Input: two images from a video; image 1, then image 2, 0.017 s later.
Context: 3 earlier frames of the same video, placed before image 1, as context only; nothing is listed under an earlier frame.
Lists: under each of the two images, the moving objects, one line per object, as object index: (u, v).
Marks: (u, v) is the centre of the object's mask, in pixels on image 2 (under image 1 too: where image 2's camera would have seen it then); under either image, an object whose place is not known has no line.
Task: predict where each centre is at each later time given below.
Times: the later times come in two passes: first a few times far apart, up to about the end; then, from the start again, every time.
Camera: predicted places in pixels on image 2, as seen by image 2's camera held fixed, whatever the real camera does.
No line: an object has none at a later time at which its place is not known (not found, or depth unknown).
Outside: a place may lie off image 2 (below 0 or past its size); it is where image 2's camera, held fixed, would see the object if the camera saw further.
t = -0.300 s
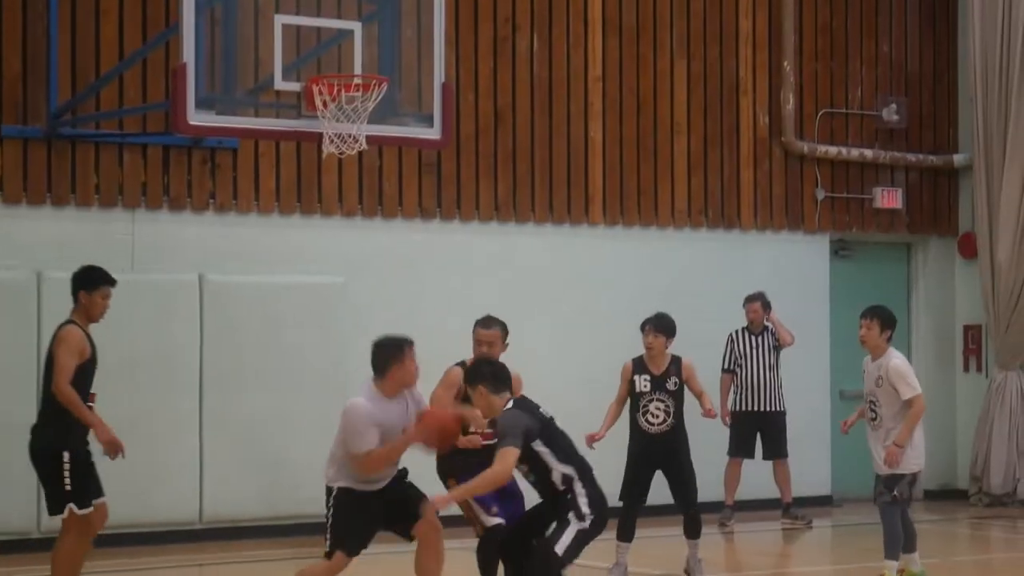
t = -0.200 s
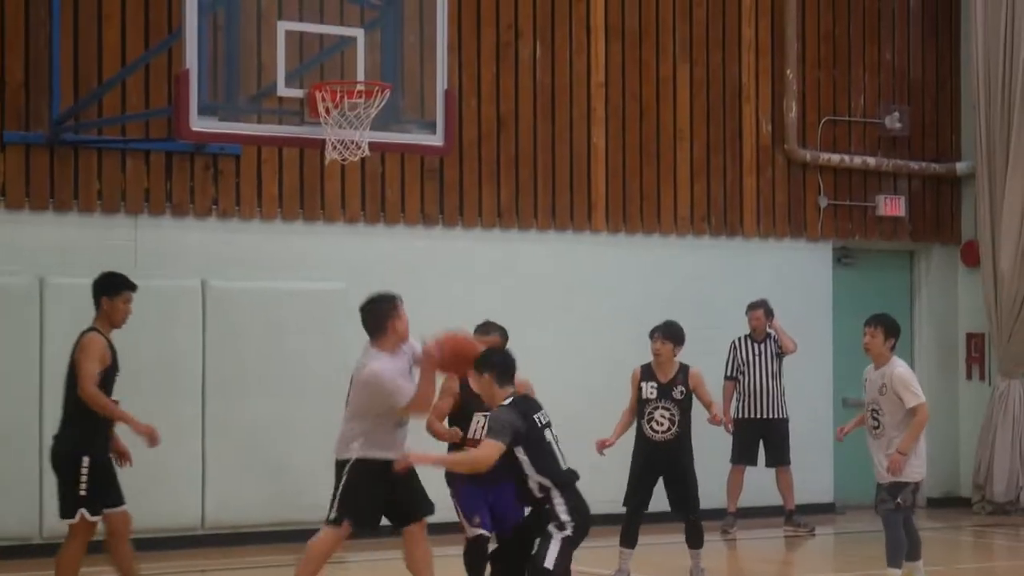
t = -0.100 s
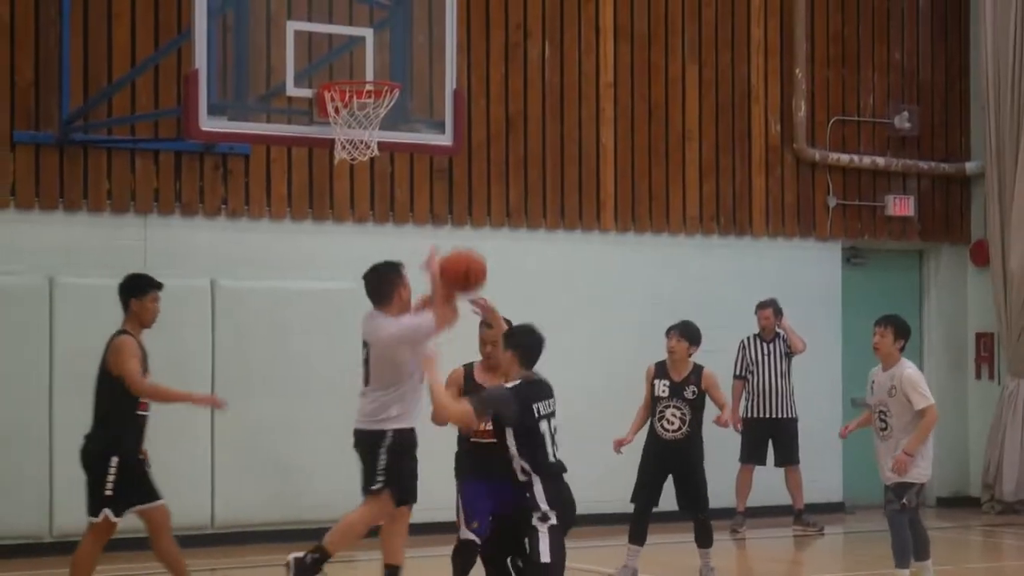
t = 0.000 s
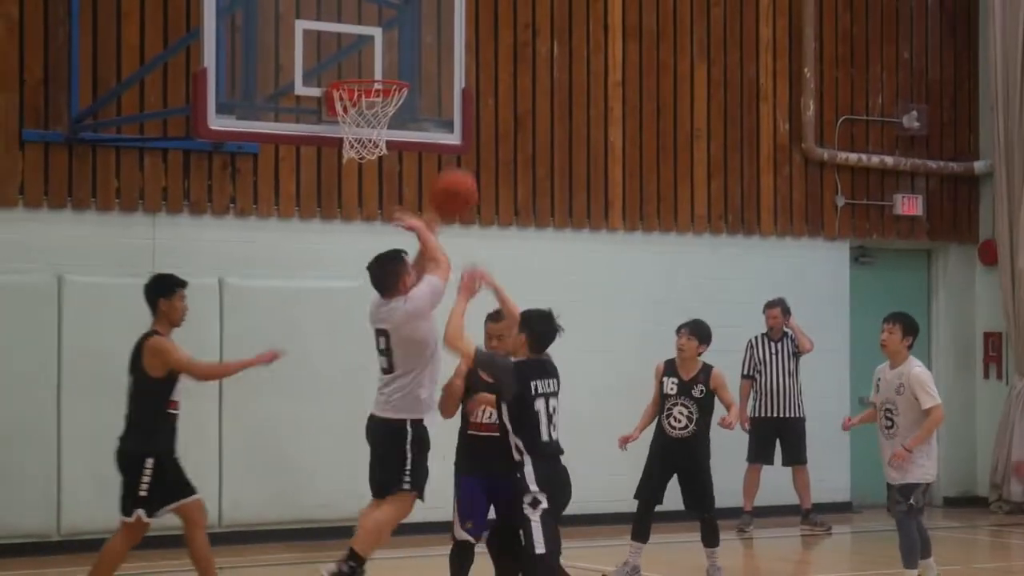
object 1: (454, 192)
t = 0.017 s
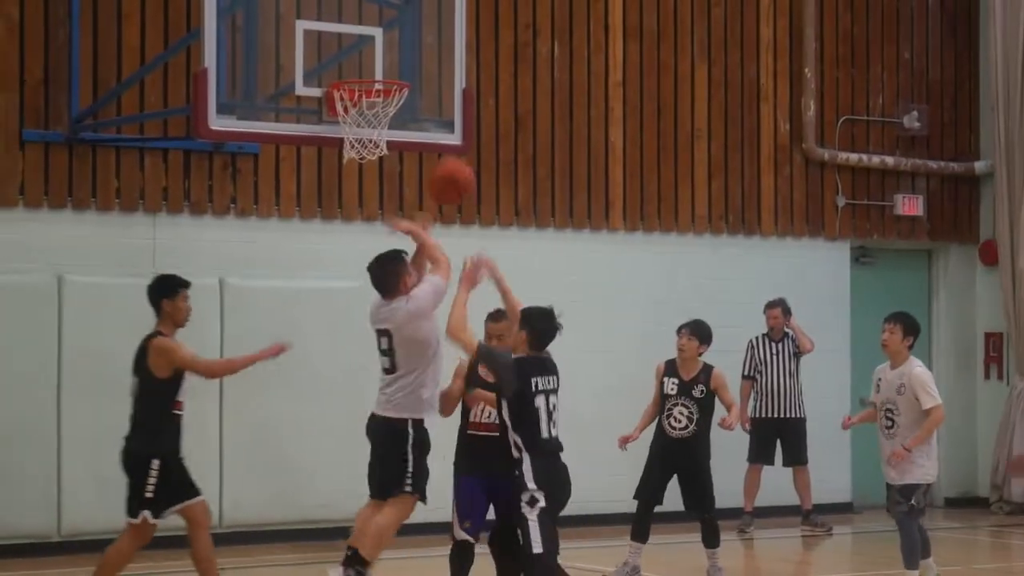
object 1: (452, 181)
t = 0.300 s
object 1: (400, 65)
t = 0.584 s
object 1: (341, 107)
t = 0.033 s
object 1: (450, 171)
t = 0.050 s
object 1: (445, 161)
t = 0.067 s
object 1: (442, 152)
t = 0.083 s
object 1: (439, 142)
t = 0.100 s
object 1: (436, 133)
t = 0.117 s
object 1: (432, 126)
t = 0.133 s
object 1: (430, 116)
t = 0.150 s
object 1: (427, 109)
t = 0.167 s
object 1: (424, 102)
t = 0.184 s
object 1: (421, 95)
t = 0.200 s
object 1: (419, 89)
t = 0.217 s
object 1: (414, 83)
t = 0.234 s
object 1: (412, 79)
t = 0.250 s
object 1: (410, 75)
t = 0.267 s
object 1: (407, 70)
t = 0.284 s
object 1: (404, 67)
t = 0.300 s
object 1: (400, 65)
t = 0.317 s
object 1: (397, 62)
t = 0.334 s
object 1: (394, 61)
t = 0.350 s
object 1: (391, 60)
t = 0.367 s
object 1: (387, 59)
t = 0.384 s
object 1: (383, 59)
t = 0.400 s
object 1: (380, 60)
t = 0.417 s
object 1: (377, 61)
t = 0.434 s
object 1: (375, 62)
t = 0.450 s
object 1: (371, 64)
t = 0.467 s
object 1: (366, 67)
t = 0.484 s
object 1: (362, 70)
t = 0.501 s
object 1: (358, 75)
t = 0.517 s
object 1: (355, 80)
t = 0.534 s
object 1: (351, 86)
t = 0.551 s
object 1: (348, 92)
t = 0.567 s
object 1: (344, 98)
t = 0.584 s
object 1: (341, 107)
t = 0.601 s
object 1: (337, 112)
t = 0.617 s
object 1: (333, 123)
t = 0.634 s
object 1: (330, 132)
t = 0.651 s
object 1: (326, 142)
